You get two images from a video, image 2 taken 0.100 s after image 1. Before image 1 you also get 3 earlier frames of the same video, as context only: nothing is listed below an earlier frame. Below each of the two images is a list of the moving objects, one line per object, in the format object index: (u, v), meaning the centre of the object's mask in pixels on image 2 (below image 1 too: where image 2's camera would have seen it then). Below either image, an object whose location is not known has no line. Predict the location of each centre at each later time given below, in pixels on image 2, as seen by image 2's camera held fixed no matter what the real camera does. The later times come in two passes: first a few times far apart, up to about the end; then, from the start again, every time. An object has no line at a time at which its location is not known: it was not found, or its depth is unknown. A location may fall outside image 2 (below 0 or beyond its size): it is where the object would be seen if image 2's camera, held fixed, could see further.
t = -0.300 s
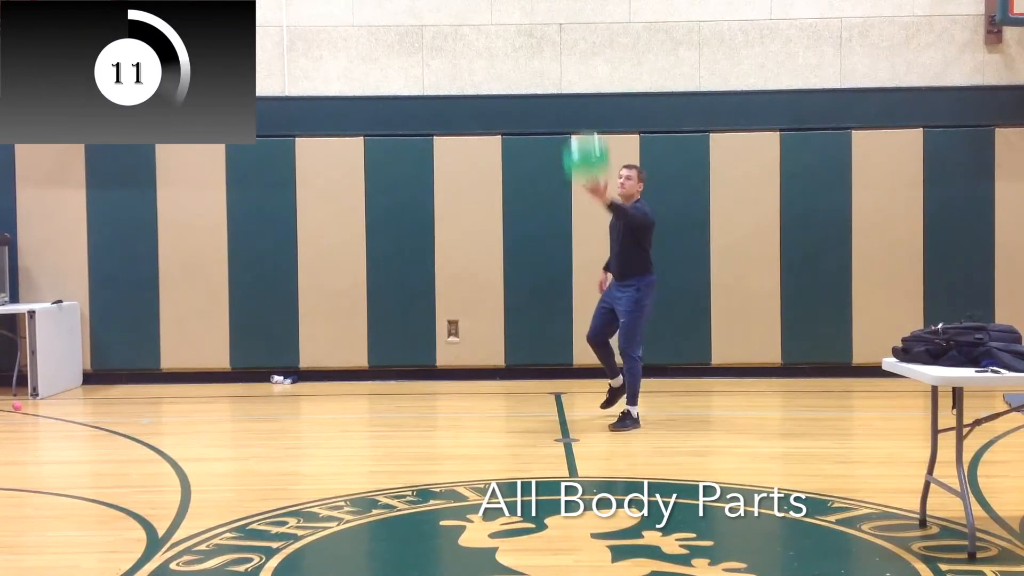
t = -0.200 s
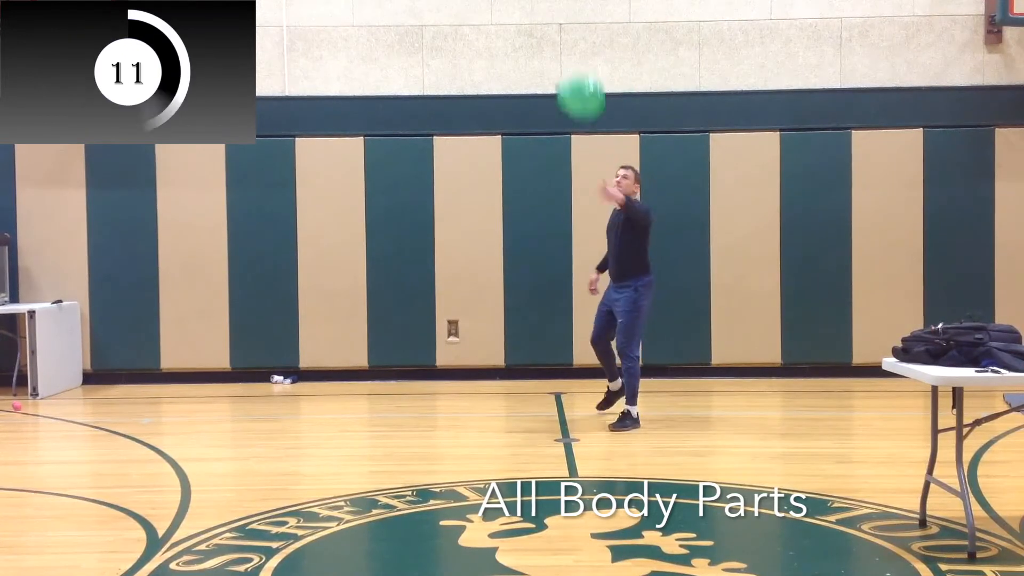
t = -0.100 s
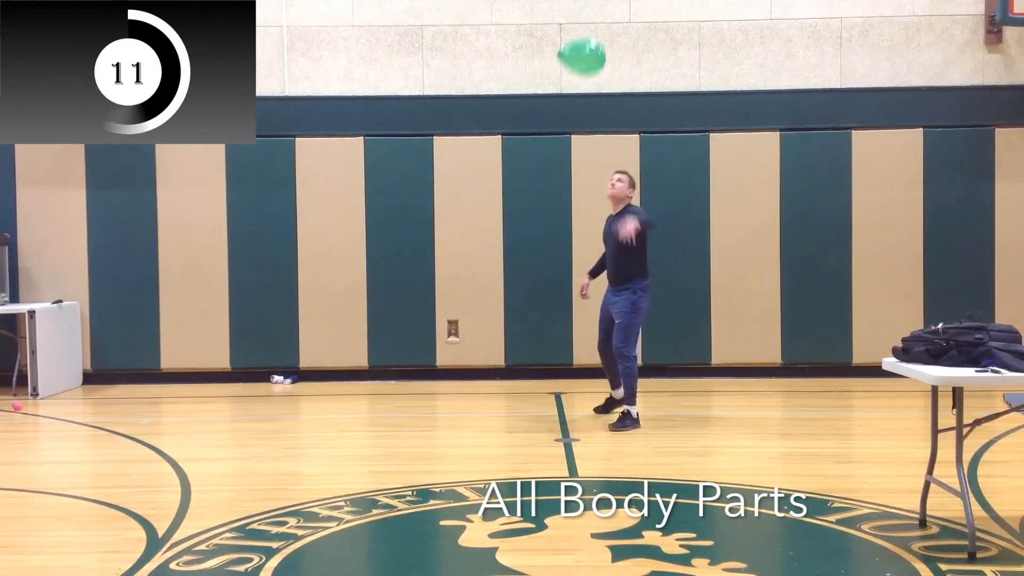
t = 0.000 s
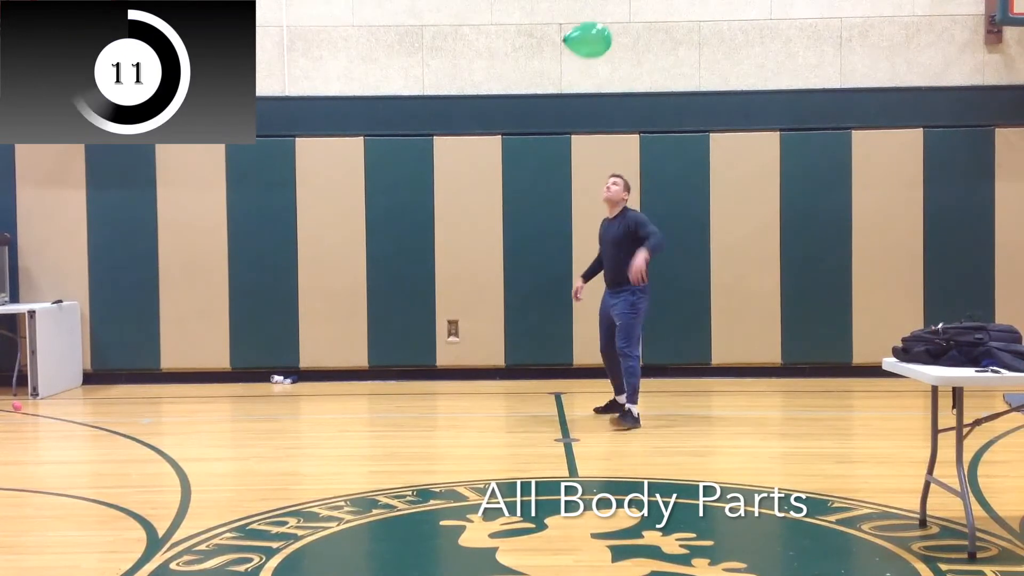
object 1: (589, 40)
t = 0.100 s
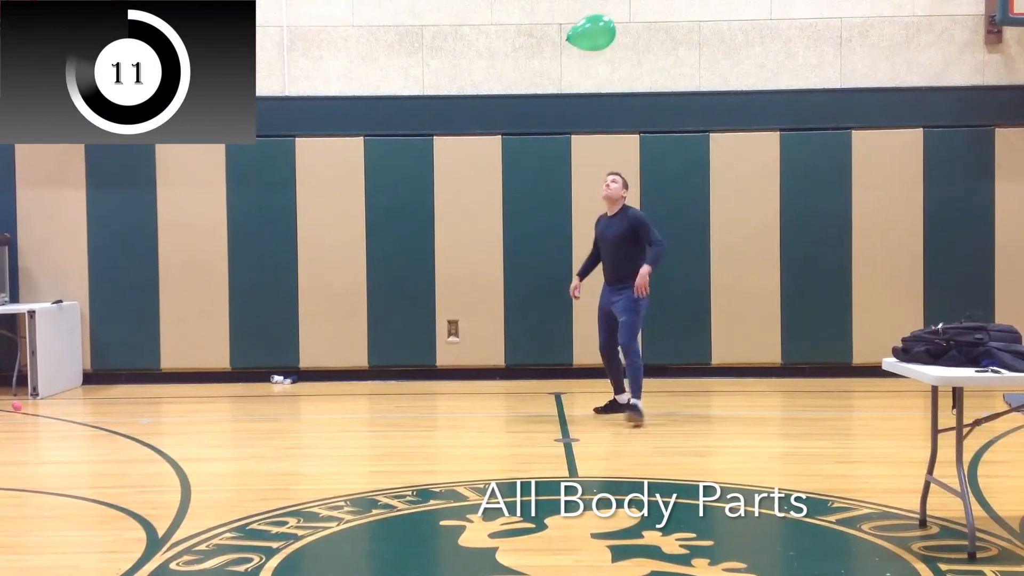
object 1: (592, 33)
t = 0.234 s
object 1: (594, 31)
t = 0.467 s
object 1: (590, 33)
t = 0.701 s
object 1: (586, 42)
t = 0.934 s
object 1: (582, 59)
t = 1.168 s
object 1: (581, 84)
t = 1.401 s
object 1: (584, 113)
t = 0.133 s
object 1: (593, 32)
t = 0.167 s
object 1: (594, 31)
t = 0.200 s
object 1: (594, 31)
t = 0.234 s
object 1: (594, 31)
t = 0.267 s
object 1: (594, 31)
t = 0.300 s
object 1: (594, 31)
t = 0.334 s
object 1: (593, 31)
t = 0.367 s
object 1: (592, 31)
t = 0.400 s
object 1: (591, 32)
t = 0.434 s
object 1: (590, 32)
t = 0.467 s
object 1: (590, 33)
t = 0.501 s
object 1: (589, 34)
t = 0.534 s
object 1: (588, 35)
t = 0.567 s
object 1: (588, 36)
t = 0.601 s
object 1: (587, 38)
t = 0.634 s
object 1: (587, 39)
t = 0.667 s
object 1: (586, 41)
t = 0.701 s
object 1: (586, 42)
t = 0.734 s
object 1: (585, 44)
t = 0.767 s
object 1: (585, 46)
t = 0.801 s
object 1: (584, 49)
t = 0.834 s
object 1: (584, 51)
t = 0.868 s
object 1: (583, 54)
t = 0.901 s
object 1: (583, 56)
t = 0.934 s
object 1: (582, 59)
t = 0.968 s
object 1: (582, 62)
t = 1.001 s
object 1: (581, 66)
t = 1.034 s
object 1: (581, 69)
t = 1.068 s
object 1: (581, 72)
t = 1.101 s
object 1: (581, 76)
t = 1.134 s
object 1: (581, 80)
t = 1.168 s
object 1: (581, 84)
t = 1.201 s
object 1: (581, 88)
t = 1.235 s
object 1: (581, 92)
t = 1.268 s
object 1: (582, 96)
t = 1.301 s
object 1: (582, 100)
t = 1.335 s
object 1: (583, 105)
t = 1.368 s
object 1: (583, 109)
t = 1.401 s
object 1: (584, 113)
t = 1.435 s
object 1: (584, 117)
